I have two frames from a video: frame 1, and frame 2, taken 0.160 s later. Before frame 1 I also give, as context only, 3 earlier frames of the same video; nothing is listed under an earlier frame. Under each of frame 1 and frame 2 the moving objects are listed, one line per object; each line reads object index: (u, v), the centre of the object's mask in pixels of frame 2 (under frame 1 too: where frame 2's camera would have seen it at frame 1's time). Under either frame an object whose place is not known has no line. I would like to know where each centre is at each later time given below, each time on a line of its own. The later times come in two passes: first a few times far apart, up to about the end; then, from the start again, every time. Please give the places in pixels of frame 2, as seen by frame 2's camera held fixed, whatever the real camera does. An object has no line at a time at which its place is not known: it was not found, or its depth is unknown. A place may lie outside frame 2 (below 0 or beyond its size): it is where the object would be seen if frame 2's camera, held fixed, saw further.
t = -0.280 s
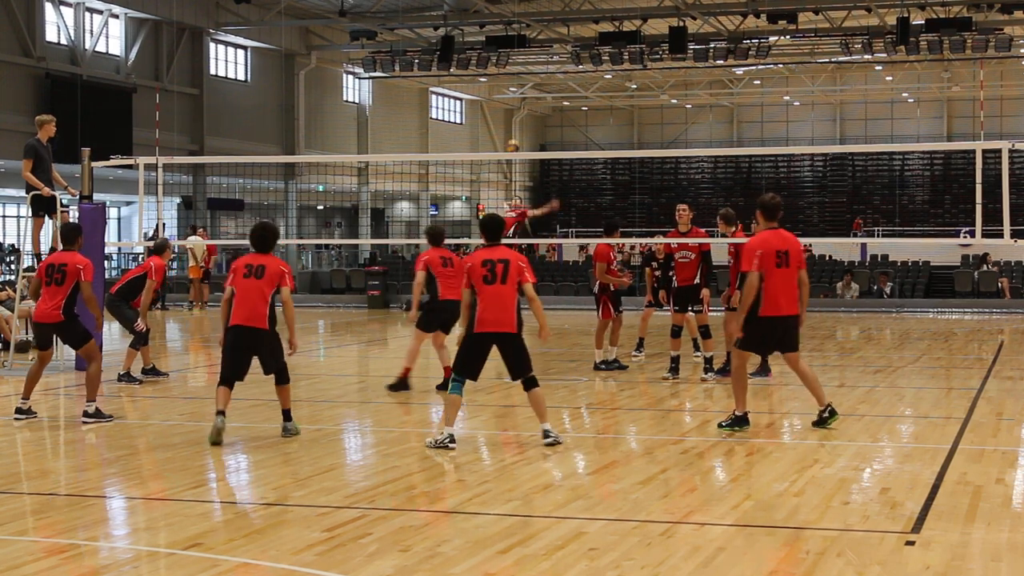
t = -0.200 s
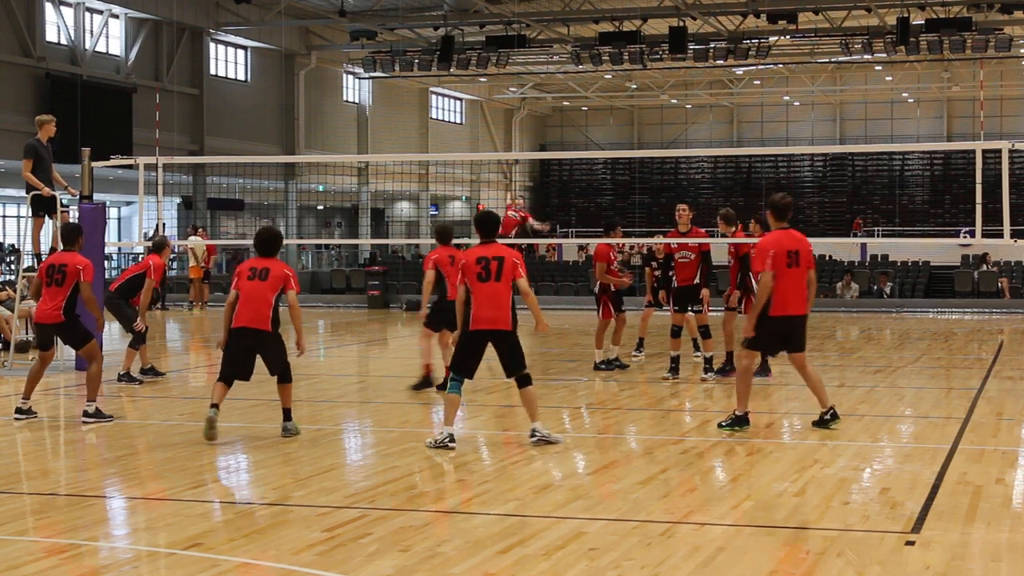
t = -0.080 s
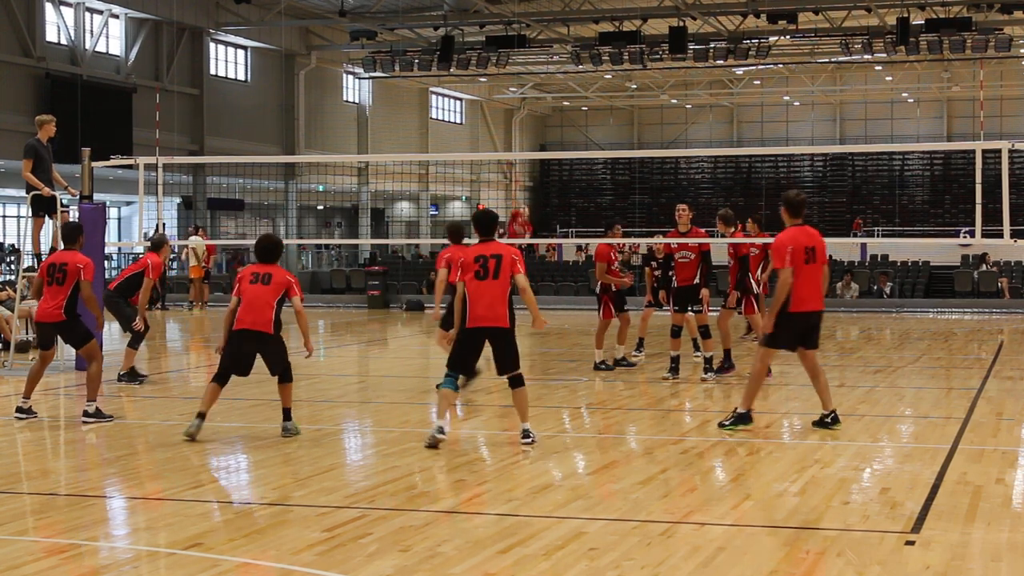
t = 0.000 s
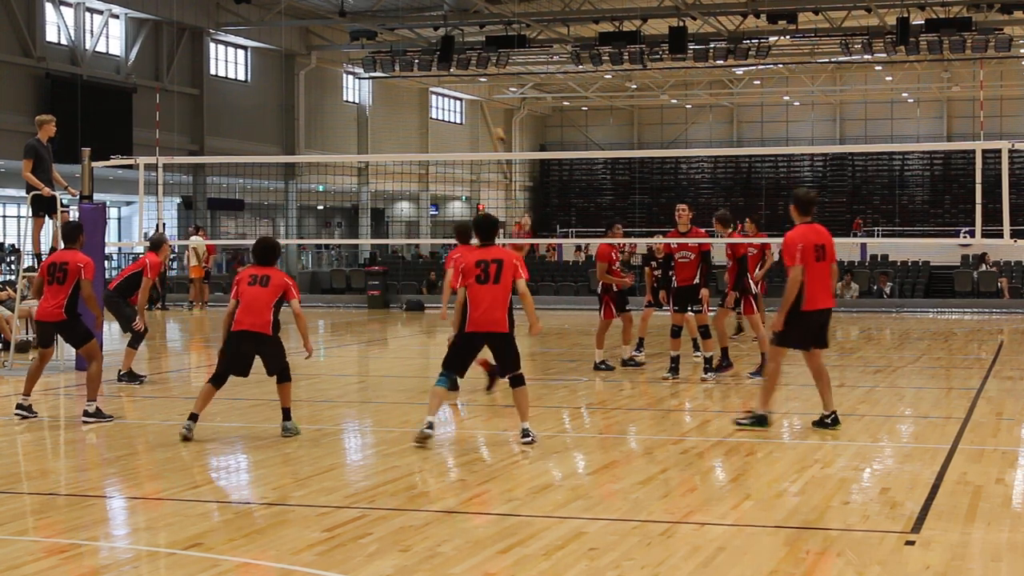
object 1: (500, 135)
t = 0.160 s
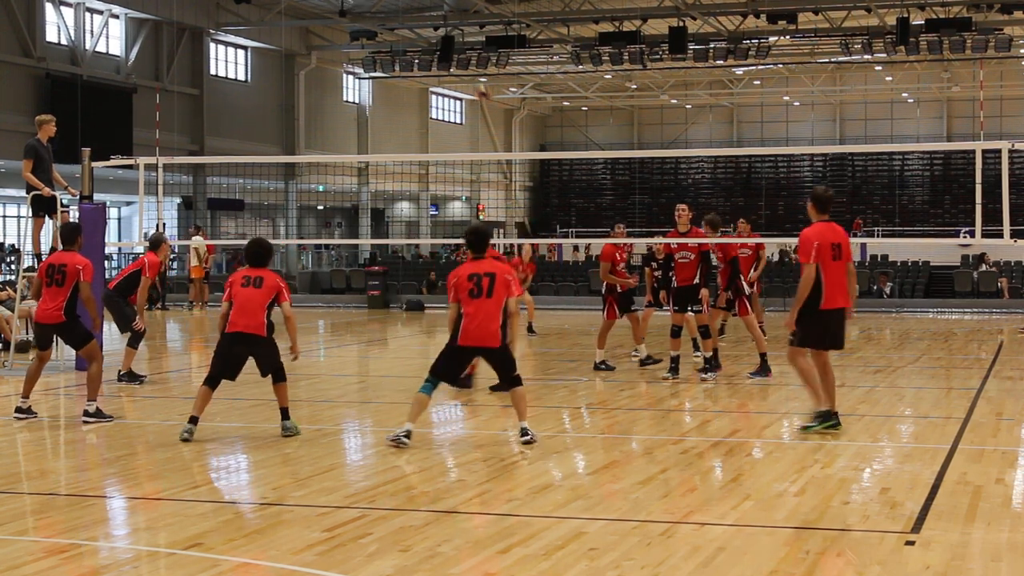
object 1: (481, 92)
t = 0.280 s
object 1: (473, 67)
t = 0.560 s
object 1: (443, 59)
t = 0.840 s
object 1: (396, 173)
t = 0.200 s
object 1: (479, 82)
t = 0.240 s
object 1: (476, 74)
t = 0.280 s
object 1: (473, 67)
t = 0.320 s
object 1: (468, 61)
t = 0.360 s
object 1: (465, 57)
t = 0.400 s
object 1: (462, 54)
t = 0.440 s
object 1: (457, 53)
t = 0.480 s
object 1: (452, 53)
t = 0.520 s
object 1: (448, 54)
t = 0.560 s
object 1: (443, 59)
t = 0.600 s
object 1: (438, 65)
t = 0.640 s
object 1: (431, 74)
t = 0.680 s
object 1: (424, 86)
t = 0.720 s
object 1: (417, 102)
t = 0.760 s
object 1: (410, 122)
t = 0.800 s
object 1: (404, 142)
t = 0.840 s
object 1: (396, 173)
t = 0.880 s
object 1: (386, 207)
